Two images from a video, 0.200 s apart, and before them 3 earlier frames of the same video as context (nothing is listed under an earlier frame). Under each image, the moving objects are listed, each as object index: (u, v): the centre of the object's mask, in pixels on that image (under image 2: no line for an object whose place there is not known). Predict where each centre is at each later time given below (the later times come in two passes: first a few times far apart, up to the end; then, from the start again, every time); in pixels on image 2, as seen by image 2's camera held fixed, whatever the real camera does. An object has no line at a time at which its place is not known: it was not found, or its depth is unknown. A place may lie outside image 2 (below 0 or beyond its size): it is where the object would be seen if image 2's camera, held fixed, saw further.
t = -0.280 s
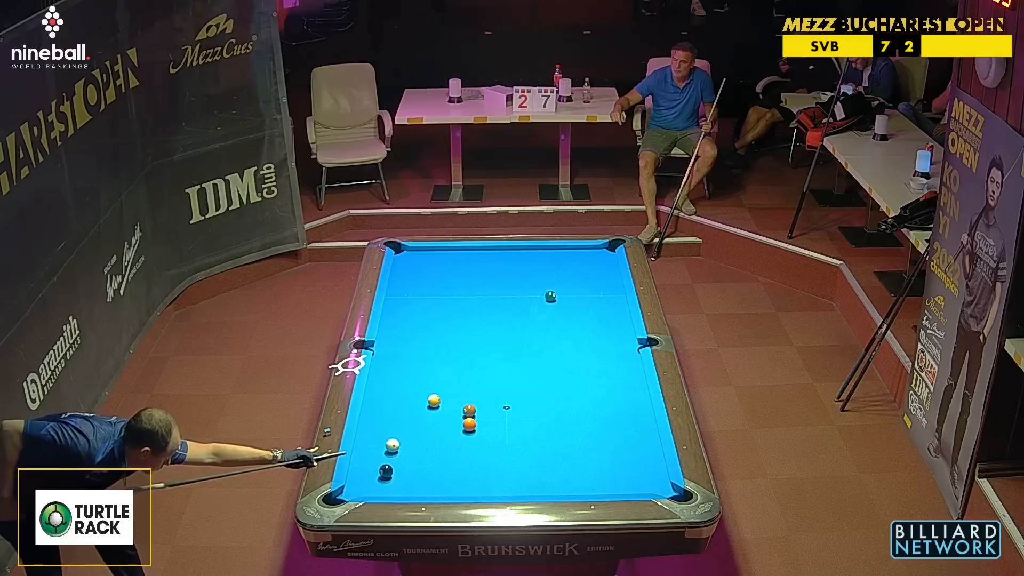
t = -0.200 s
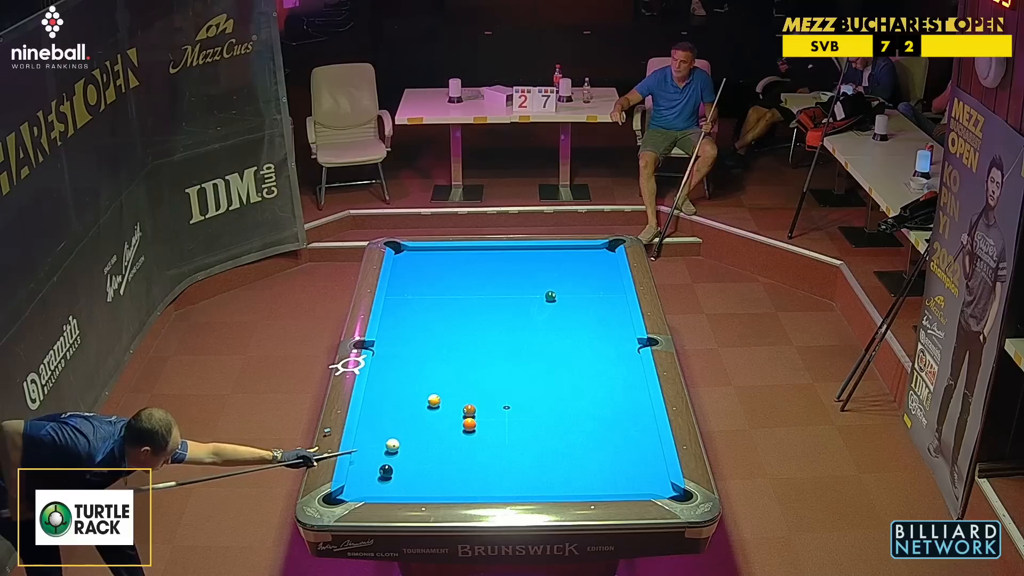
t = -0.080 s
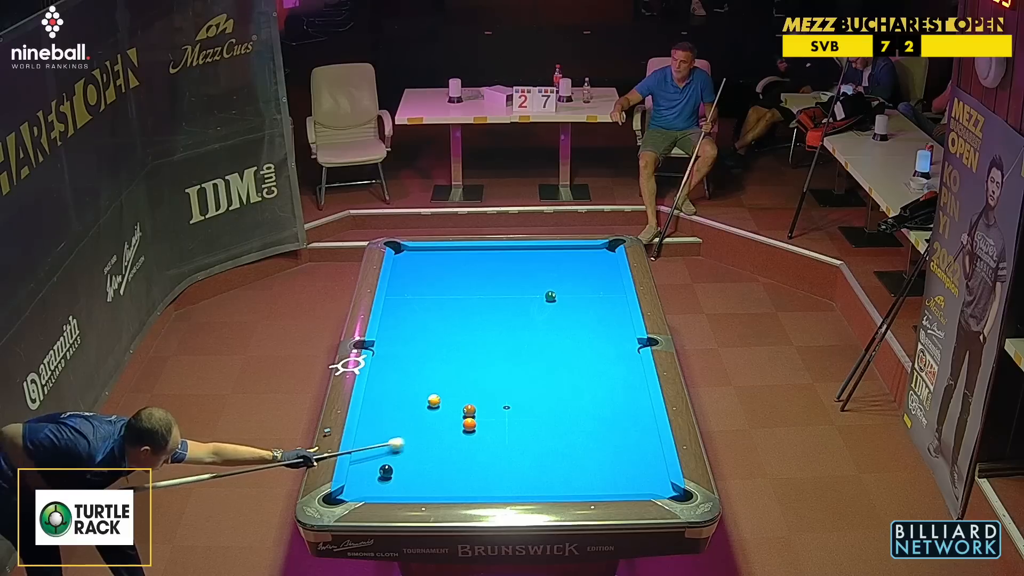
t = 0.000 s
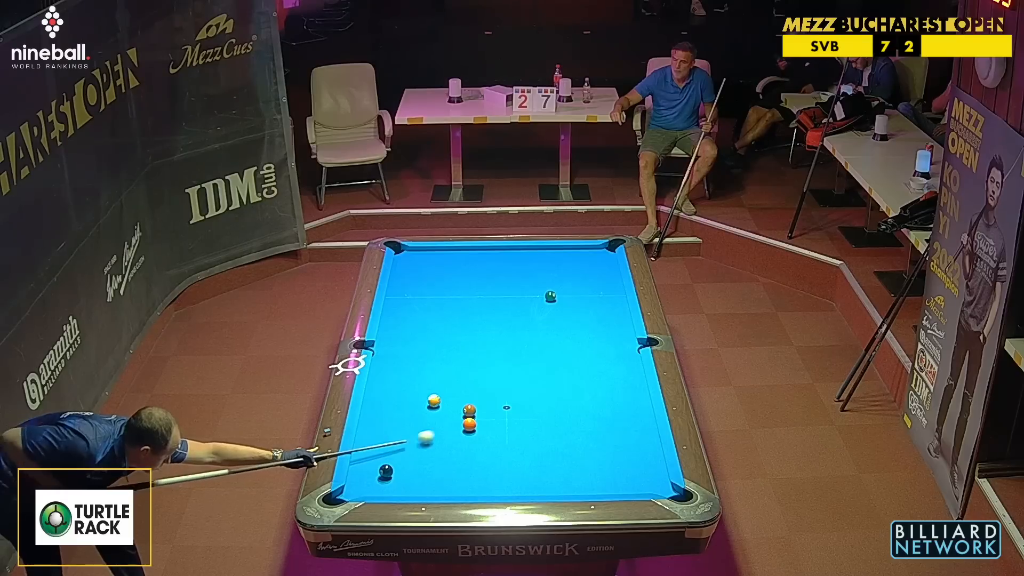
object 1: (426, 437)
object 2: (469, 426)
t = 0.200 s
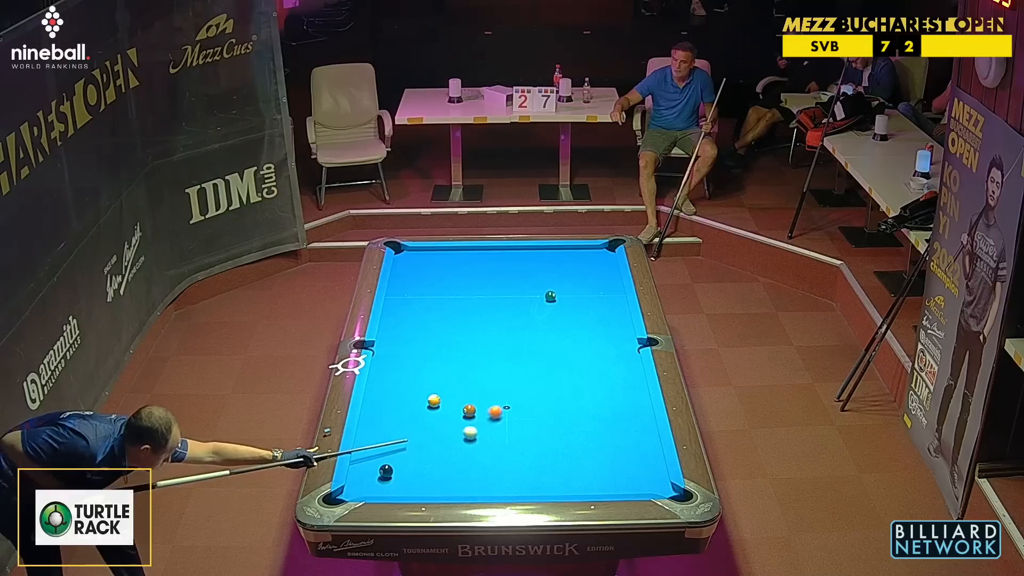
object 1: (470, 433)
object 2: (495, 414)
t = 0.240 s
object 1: (475, 434)
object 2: (504, 409)
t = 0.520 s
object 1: (517, 436)
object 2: (551, 386)
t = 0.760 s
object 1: (551, 438)
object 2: (587, 369)
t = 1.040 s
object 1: (591, 440)
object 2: (625, 350)
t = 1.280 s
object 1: (623, 441)
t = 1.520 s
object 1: (654, 442)
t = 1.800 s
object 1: (635, 444)
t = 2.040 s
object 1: (620, 446)
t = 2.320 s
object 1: (604, 447)
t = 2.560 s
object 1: (591, 449)
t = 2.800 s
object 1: (579, 450)
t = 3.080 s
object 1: (566, 451)
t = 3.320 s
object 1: (557, 452)
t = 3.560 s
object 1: (548, 453)
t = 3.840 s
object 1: (540, 454)
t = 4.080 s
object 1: (533, 454)
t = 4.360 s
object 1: (527, 455)
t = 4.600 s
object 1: (523, 455)
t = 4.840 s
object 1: (520, 456)
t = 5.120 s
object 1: (517, 456)
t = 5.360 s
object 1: (516, 457)
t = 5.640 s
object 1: (516, 457)
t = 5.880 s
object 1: (515, 457)
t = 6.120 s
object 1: (516, 456)
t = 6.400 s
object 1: (516, 456)
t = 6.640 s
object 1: (516, 456)
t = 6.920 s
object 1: (516, 456)
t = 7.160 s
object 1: (516, 456)
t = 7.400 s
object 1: (516, 456)
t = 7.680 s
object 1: (515, 456)
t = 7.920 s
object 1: (515, 457)
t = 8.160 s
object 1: (516, 456)
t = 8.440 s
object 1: (516, 456)
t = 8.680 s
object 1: (515, 456)
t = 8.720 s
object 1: (515, 457)
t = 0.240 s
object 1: (475, 434)
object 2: (504, 409)
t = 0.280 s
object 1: (481, 434)
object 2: (511, 406)
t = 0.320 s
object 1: (487, 434)
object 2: (519, 402)
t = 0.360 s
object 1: (493, 435)
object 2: (526, 399)
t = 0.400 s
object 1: (499, 435)
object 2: (532, 396)
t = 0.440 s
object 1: (505, 435)
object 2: (539, 392)
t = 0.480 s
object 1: (511, 436)
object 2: (545, 389)
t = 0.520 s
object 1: (517, 436)
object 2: (551, 386)
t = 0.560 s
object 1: (523, 436)
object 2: (558, 383)
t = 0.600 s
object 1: (528, 436)
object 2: (564, 380)
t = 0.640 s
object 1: (534, 437)
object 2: (570, 377)
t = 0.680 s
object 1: (540, 437)
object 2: (576, 375)
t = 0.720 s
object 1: (546, 437)
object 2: (581, 372)
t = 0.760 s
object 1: (551, 438)
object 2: (587, 369)
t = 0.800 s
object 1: (557, 438)
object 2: (593, 366)
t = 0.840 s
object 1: (563, 438)
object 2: (599, 363)
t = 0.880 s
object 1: (568, 438)
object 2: (604, 361)
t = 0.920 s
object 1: (574, 439)
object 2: (610, 358)
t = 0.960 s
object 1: (580, 439)
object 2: (615, 355)
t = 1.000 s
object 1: (585, 439)
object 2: (620, 353)
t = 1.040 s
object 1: (591, 440)
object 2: (625, 350)
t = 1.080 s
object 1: (596, 440)
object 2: (630, 347)
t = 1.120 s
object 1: (602, 440)
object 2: (635, 345)
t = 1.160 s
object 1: (607, 440)
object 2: (640, 343)
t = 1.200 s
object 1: (612, 440)
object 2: (642, 346)
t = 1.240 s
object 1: (618, 441)
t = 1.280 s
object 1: (623, 441)
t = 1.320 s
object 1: (629, 441)
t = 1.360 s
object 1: (634, 441)
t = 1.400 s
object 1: (639, 442)
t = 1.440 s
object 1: (644, 442)
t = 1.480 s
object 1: (649, 442)
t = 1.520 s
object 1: (654, 442)
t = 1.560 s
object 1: (650, 443)
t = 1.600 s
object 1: (648, 443)
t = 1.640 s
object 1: (645, 443)
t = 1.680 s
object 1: (642, 443)
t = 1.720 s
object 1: (640, 444)
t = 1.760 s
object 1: (637, 444)
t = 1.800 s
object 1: (635, 444)
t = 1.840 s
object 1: (632, 444)
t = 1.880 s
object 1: (630, 445)
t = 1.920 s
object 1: (627, 445)
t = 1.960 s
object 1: (625, 445)
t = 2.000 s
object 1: (622, 445)
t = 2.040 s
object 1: (620, 446)
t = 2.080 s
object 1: (617, 446)
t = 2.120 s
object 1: (615, 446)
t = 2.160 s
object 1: (613, 446)
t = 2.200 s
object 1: (610, 447)
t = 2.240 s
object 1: (608, 447)
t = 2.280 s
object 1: (606, 447)
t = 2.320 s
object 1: (604, 447)
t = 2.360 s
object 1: (601, 447)
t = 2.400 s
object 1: (599, 448)
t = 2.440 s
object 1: (597, 448)
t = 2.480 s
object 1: (595, 448)
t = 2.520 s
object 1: (593, 449)
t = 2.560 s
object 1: (591, 449)
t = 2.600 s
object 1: (589, 449)
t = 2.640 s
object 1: (587, 449)
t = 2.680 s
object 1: (585, 449)
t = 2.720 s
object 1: (583, 449)
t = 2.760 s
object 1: (581, 450)
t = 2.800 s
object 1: (579, 450)
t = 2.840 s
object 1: (577, 450)
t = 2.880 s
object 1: (575, 450)
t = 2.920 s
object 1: (573, 450)
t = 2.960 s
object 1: (572, 451)
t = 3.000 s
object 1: (570, 451)
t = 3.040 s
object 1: (568, 451)
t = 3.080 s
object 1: (566, 451)
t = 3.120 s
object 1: (565, 451)
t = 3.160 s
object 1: (563, 452)
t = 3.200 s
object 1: (561, 452)
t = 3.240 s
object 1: (560, 452)
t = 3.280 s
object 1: (558, 452)
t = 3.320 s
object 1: (557, 452)
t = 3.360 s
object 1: (555, 452)
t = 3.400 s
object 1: (554, 453)
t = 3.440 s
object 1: (552, 453)
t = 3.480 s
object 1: (551, 453)
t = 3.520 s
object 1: (550, 453)
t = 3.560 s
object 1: (548, 453)
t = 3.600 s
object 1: (547, 453)
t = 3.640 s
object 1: (546, 453)
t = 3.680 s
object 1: (544, 453)
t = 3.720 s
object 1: (543, 453)
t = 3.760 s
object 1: (542, 453)
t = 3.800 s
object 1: (541, 453)
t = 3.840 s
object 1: (540, 454)
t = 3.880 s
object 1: (538, 454)
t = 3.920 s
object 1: (537, 454)
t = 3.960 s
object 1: (536, 454)
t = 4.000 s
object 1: (535, 454)
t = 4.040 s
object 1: (534, 454)
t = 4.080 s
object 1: (533, 454)
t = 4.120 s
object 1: (532, 454)
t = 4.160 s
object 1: (531, 454)
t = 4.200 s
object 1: (530, 454)
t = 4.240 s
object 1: (529, 454)
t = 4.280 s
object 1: (529, 455)
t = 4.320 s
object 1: (528, 455)
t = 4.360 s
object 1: (527, 455)
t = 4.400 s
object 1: (526, 455)
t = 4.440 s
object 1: (526, 455)
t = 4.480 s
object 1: (525, 455)
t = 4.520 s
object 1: (524, 455)
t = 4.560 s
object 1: (523, 455)
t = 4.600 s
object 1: (523, 455)
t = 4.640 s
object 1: (522, 455)
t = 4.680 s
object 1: (522, 456)
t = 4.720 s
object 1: (521, 456)
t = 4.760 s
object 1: (521, 456)
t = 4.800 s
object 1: (520, 456)
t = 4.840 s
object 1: (520, 456)
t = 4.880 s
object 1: (519, 456)
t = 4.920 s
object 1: (519, 456)
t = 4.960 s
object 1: (518, 456)
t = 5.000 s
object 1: (518, 456)
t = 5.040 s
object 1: (518, 456)
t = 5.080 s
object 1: (517, 456)
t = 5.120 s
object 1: (517, 456)
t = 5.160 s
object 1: (517, 456)
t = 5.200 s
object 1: (517, 456)
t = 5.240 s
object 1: (517, 457)
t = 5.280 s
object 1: (516, 457)
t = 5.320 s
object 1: (516, 457)
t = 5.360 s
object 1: (516, 457)
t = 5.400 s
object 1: (516, 457)
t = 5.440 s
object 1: (516, 457)
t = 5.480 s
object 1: (516, 457)
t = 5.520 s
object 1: (516, 457)
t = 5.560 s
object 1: (516, 457)
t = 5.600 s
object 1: (516, 457)
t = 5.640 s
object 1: (516, 457)
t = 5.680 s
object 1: (516, 457)
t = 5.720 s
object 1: (515, 457)
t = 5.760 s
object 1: (516, 456)
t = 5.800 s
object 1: (516, 457)
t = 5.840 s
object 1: (516, 457)
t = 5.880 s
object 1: (515, 457)
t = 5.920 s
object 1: (516, 456)
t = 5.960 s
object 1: (516, 456)
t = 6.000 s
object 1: (516, 456)
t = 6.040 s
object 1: (515, 456)
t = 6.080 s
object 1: (516, 456)
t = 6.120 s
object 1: (516, 456)
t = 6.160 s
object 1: (516, 457)
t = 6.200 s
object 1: (515, 456)
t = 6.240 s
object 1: (516, 457)
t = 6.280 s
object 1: (516, 456)
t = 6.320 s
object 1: (516, 456)
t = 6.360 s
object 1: (516, 456)
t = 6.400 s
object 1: (516, 456)
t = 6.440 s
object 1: (515, 456)
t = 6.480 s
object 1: (516, 456)
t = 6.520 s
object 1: (515, 456)
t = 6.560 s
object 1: (516, 456)
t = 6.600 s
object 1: (515, 456)
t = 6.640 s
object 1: (516, 456)
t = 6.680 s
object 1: (516, 456)
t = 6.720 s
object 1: (516, 456)
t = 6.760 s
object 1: (515, 456)
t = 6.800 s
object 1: (515, 456)
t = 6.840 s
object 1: (515, 456)
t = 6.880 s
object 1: (516, 456)
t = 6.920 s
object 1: (516, 456)
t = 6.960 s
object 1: (516, 456)
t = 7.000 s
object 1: (515, 456)
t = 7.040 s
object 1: (515, 456)
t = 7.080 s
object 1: (516, 456)
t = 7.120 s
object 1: (516, 456)
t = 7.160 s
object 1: (516, 456)
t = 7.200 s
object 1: (515, 456)
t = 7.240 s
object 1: (515, 456)
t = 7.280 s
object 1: (516, 456)
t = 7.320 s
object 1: (515, 456)
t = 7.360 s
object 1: (515, 456)
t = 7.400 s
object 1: (516, 456)
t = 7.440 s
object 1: (516, 456)
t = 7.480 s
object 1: (515, 456)
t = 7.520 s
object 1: (515, 456)
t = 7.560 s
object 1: (515, 456)
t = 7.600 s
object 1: (516, 456)
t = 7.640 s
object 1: (516, 456)
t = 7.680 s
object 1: (515, 456)
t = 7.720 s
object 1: (515, 456)
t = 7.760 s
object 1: (515, 456)
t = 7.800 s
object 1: (516, 456)
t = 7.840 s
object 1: (516, 456)
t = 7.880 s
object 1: (516, 456)
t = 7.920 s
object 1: (515, 457)
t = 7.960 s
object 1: (515, 456)
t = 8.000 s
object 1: (516, 456)
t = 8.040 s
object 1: (516, 456)
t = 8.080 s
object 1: (516, 456)
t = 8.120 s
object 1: (516, 456)
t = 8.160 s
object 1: (516, 456)
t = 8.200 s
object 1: (516, 456)
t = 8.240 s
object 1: (516, 456)
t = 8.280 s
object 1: (516, 456)
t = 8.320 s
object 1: (516, 456)
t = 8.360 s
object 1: (516, 456)
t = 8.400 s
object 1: (516, 456)
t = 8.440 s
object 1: (516, 456)
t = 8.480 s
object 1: (516, 456)
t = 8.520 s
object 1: (516, 456)
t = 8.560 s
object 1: (516, 456)
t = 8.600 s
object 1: (516, 456)
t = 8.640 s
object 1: (516, 456)
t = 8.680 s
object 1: (515, 456)
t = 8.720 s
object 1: (515, 457)
